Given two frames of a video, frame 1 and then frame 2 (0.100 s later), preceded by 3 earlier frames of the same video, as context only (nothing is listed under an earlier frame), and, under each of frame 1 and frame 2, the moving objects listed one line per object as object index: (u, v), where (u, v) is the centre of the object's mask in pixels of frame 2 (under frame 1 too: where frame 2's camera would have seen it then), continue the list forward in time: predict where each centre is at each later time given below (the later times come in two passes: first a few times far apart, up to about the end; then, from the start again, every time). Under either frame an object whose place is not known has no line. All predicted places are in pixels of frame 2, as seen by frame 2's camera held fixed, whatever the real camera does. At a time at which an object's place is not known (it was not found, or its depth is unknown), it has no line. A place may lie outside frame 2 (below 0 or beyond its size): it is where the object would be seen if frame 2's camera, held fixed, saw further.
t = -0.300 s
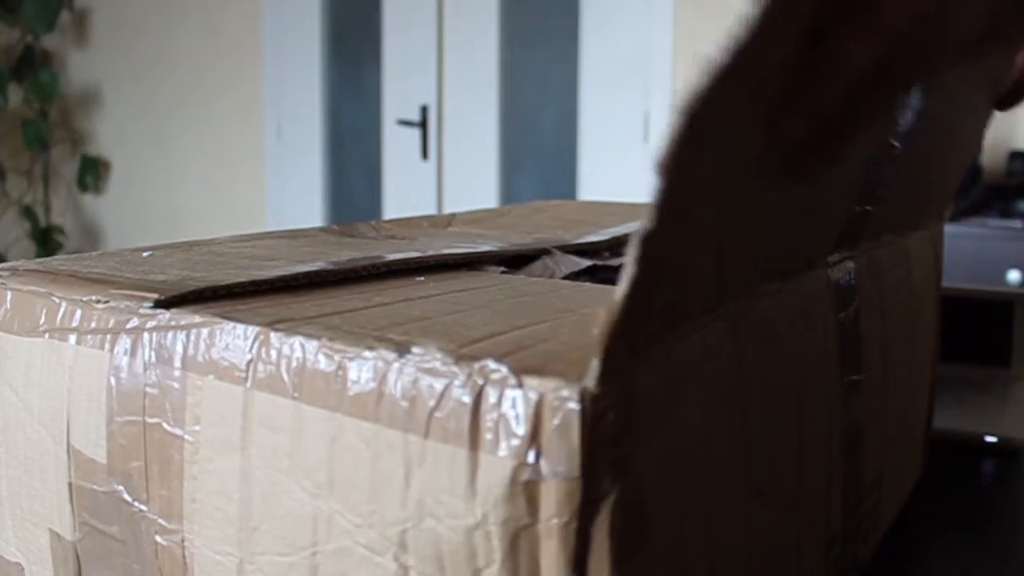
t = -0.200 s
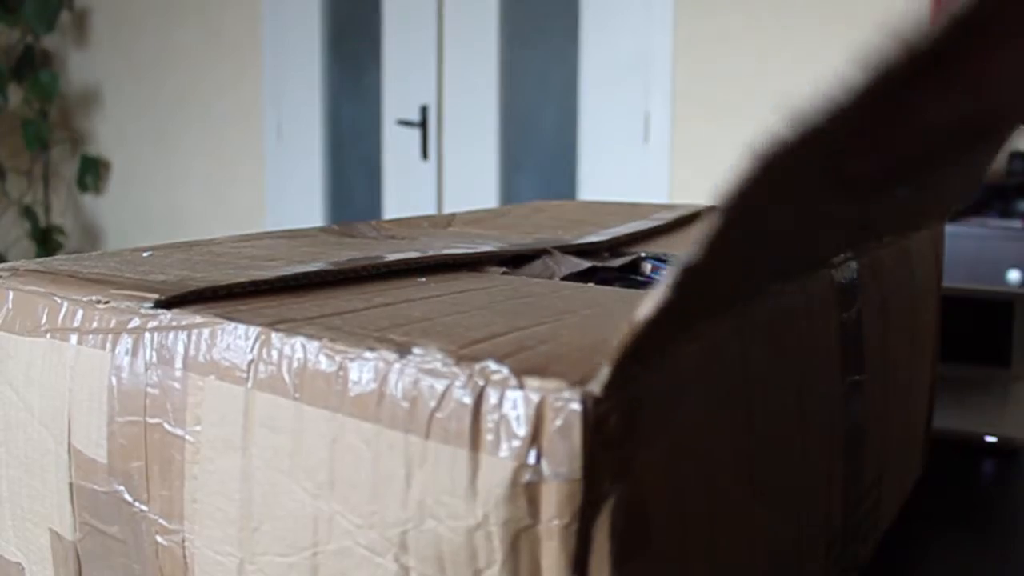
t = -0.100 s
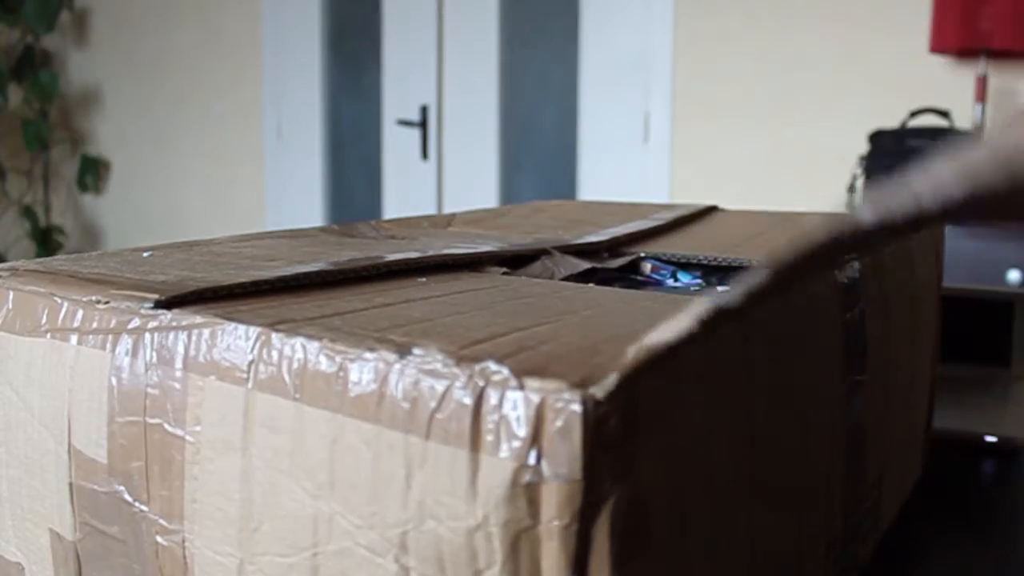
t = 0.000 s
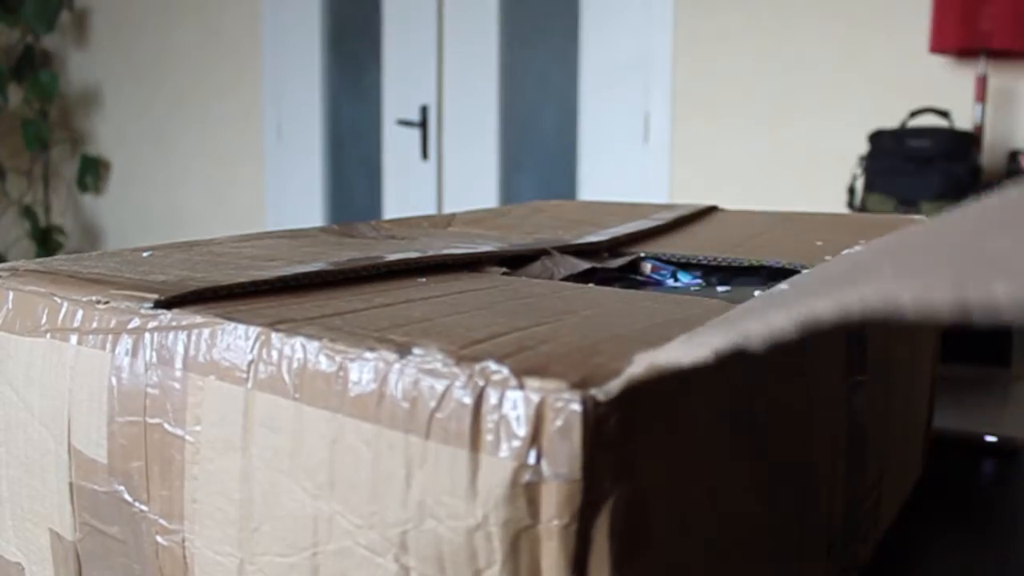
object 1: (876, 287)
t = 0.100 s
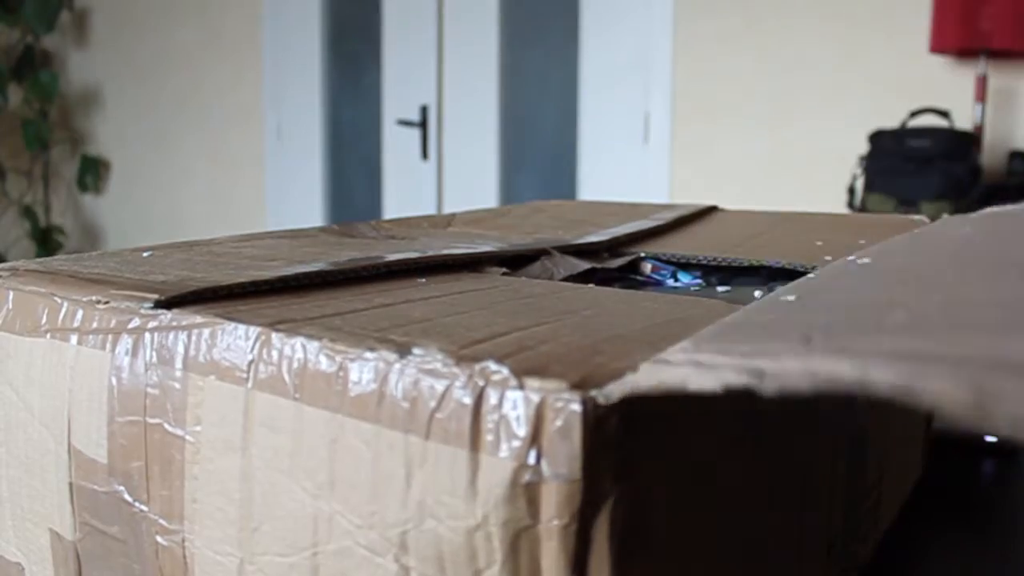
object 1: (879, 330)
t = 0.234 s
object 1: (881, 382)
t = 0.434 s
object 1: (862, 414)
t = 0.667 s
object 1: (846, 426)
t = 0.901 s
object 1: (844, 428)
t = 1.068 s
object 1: (856, 419)
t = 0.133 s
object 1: (881, 342)
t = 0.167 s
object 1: (882, 353)
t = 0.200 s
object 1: (881, 368)
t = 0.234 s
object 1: (881, 382)
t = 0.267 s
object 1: (878, 391)
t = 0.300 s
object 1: (875, 398)
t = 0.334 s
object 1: (872, 404)
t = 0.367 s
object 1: (868, 408)
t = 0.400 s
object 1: (865, 411)
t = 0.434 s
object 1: (862, 414)
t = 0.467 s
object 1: (860, 416)
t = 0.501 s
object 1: (857, 418)
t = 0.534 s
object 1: (855, 420)
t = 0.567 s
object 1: (853, 422)
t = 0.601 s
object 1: (851, 423)
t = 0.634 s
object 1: (849, 425)
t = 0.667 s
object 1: (846, 426)
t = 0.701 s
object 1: (844, 427)
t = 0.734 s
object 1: (843, 428)
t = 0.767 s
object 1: (841, 429)
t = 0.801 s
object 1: (840, 430)
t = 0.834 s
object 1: (839, 431)
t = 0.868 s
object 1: (841, 430)
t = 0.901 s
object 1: (844, 428)
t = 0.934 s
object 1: (846, 426)
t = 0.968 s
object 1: (849, 424)
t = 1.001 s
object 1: (851, 423)
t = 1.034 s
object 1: (854, 421)
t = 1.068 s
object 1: (856, 419)
